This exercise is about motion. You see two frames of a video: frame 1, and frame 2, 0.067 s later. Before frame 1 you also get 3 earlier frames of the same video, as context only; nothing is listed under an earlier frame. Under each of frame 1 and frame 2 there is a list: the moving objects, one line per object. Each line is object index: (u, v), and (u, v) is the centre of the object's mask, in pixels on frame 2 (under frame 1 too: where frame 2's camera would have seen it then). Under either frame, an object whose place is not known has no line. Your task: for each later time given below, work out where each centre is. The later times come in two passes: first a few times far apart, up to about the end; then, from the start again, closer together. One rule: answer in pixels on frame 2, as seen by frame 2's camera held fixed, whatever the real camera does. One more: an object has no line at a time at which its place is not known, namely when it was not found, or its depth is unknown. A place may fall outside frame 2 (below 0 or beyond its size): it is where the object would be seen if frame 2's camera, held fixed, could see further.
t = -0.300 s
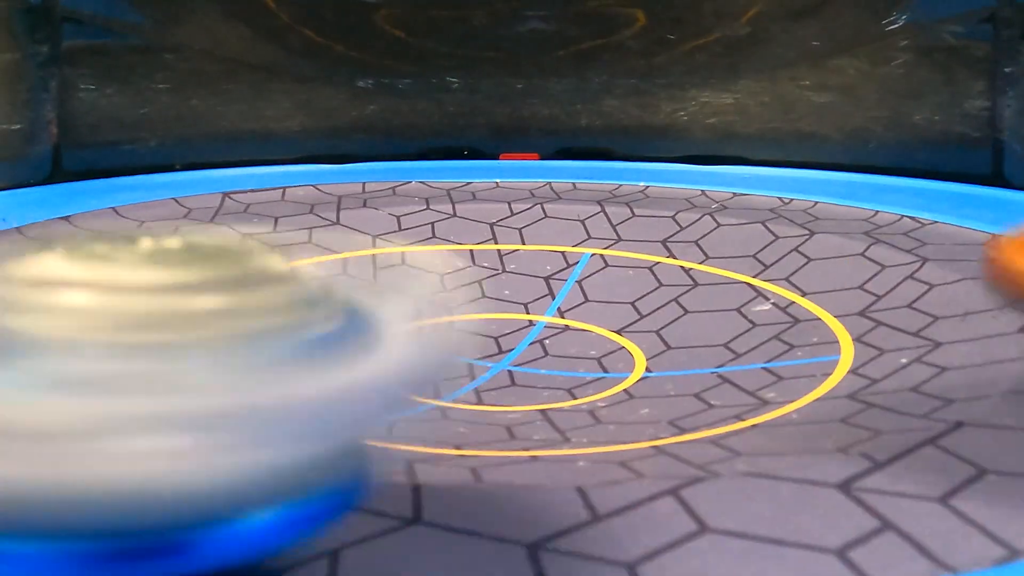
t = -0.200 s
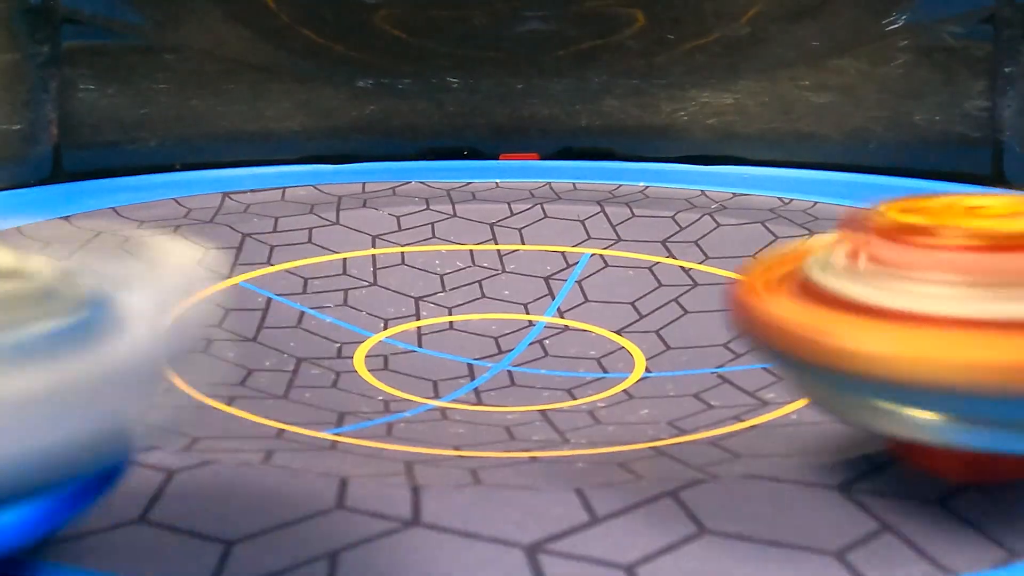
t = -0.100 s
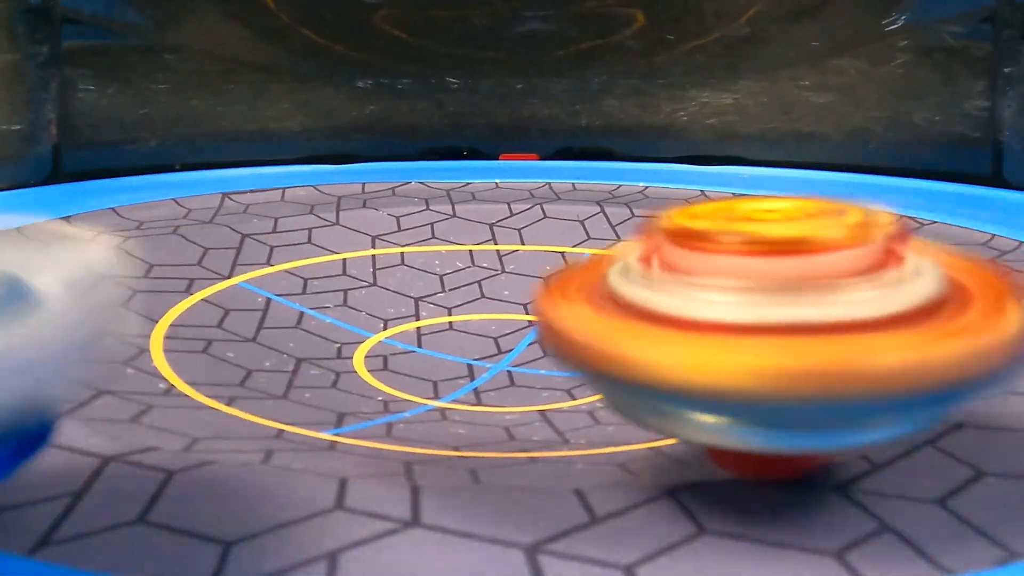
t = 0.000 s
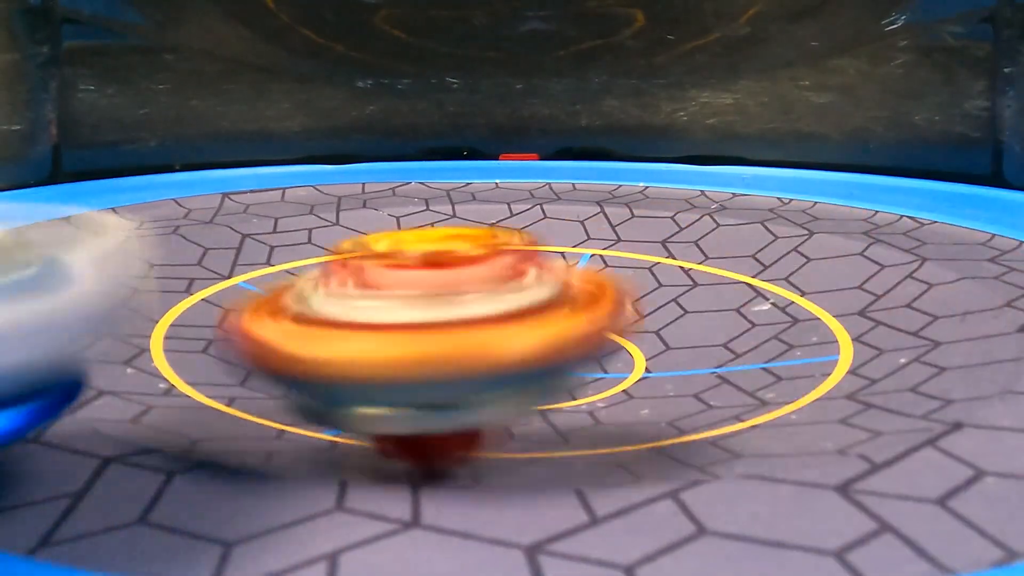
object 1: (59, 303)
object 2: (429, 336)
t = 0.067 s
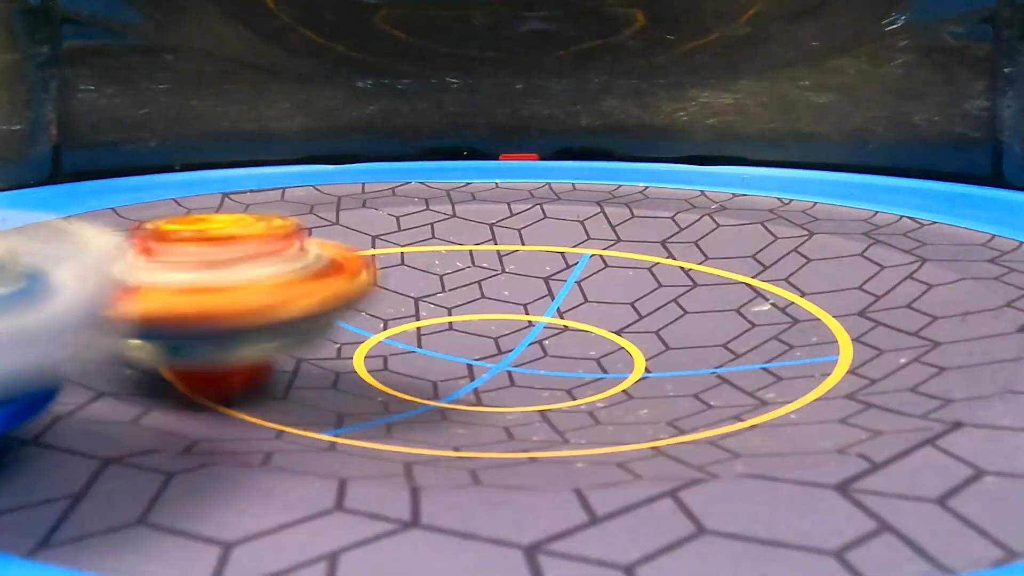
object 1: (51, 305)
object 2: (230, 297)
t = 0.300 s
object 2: (425, 143)
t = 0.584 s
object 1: (119, 252)
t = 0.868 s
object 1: (582, 208)
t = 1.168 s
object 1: (673, 321)
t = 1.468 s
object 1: (191, 241)
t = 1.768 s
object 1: (634, 190)
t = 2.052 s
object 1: (897, 283)
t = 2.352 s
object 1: (138, 278)
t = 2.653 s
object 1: (411, 172)
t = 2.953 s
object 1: (829, 182)
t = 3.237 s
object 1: (622, 336)
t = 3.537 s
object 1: (136, 212)
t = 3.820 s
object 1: (489, 165)
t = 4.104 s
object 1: (675, 293)
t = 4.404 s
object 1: (179, 277)
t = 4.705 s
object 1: (407, 215)
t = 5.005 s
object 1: (745, 289)
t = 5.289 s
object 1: (260, 316)
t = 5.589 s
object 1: (212, 201)
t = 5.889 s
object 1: (520, 241)
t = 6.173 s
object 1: (528, 336)
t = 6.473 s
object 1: (203, 277)
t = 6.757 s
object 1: (176, 239)
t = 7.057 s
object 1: (475, 310)
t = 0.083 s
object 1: (46, 300)
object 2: (207, 281)
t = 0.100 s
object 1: (41, 295)
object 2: (192, 266)
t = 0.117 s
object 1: (38, 283)
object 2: (185, 250)
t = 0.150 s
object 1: (30, 260)
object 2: (190, 220)
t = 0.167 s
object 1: (27, 255)
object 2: (208, 207)
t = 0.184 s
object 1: (25, 254)
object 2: (230, 192)
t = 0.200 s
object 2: (254, 182)
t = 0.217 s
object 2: (282, 170)
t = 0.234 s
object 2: (313, 159)
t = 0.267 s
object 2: (375, 149)
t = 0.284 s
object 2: (401, 146)
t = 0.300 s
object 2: (425, 143)
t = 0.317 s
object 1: (27, 245)
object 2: (446, 139)
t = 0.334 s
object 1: (30, 243)
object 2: (469, 132)
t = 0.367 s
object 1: (33, 242)
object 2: (524, 128)
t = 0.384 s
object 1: (37, 242)
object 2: (550, 127)
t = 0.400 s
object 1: (43, 243)
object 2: (573, 127)
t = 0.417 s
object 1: (47, 244)
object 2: (593, 126)
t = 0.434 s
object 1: (49, 245)
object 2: (612, 126)
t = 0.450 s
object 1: (56, 243)
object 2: (629, 126)
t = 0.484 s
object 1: (67, 243)
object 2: (657, 128)
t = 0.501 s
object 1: (73, 243)
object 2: (670, 129)
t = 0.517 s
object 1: (80, 250)
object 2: (681, 130)
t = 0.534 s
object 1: (89, 251)
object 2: (691, 130)
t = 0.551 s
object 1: (97, 253)
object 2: (699, 131)
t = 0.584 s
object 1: (119, 252)
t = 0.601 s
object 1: (131, 249)
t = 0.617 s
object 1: (150, 247)
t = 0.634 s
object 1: (174, 244)
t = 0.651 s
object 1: (197, 240)
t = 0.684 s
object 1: (248, 234)
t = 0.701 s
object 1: (278, 230)
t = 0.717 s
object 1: (305, 227)
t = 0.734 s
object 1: (336, 224)
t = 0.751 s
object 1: (365, 221)
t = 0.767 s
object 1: (397, 218)
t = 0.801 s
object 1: (458, 213)
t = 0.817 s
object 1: (490, 212)
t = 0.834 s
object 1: (524, 210)
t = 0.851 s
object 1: (555, 208)
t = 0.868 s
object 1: (582, 208)
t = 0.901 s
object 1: (601, 215)
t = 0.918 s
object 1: (610, 219)
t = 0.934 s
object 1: (617, 224)
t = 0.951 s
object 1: (627, 231)
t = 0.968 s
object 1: (640, 236)
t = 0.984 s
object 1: (651, 242)
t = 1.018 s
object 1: (678, 257)
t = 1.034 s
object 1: (691, 263)
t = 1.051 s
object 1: (703, 269)
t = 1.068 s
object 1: (713, 276)
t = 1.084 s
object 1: (721, 283)
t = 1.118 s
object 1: (723, 299)
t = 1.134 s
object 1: (714, 308)
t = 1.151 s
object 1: (698, 312)
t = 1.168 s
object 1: (673, 321)
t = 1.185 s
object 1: (644, 327)
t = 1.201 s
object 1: (607, 333)
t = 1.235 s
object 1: (523, 334)
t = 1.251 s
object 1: (473, 334)
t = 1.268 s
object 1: (425, 332)
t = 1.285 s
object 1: (381, 329)
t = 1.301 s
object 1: (334, 323)
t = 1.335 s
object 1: (257, 307)
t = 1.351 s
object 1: (229, 300)
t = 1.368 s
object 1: (203, 290)
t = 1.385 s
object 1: (186, 281)
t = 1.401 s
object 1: (177, 272)
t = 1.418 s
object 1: (175, 264)
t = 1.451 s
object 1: (181, 248)
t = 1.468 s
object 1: (191, 241)
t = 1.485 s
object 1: (205, 235)
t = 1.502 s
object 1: (221, 229)
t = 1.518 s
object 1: (241, 222)
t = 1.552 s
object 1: (286, 214)
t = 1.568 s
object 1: (309, 208)
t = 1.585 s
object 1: (332, 204)
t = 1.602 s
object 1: (358, 201)
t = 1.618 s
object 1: (383, 197)
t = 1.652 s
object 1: (437, 193)
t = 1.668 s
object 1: (466, 193)
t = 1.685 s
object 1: (495, 191)
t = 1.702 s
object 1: (523, 190)
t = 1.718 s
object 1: (551, 189)
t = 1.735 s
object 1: (581, 190)
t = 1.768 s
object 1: (634, 190)
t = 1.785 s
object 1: (661, 191)
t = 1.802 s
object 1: (686, 186)
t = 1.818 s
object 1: (718, 187)
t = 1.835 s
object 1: (751, 194)
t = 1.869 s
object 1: (800, 205)
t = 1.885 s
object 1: (824, 208)
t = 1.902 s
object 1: (847, 213)
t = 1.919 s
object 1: (869, 217)
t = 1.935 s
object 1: (888, 223)
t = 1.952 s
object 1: (902, 229)
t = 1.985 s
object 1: (912, 247)
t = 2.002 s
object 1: (913, 255)
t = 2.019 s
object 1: (910, 264)
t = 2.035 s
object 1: (905, 272)
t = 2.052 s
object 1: (897, 283)
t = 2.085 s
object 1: (869, 303)
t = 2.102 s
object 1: (847, 313)
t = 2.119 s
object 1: (815, 320)
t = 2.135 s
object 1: (765, 328)
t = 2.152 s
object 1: (711, 331)
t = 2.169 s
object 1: (648, 338)
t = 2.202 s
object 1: (509, 344)
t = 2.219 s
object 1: (438, 343)
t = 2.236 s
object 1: (378, 342)
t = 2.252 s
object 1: (321, 331)
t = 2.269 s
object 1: (268, 325)
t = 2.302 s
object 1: (192, 307)
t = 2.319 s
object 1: (169, 297)
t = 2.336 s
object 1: (148, 286)
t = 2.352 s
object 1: (138, 278)
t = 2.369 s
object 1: (132, 269)
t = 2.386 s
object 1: (126, 259)
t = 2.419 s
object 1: (129, 243)
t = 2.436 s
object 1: (135, 233)
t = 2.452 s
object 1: (145, 225)
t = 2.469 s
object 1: (160, 218)
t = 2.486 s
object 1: (179, 211)
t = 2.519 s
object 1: (219, 200)
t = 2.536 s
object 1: (241, 196)
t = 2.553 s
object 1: (265, 191)
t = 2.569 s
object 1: (287, 187)
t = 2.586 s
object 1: (311, 183)
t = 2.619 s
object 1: (360, 177)
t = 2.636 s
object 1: (386, 175)
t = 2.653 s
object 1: (411, 172)
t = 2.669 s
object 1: (435, 171)
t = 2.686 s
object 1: (461, 169)
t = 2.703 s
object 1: (487, 169)
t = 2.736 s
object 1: (538, 167)
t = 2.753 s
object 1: (563, 167)
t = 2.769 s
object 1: (589, 167)
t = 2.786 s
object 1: (615, 168)
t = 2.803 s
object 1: (641, 169)
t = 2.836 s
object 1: (693, 172)
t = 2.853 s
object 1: (718, 174)
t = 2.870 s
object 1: (742, 176)
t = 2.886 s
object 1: (766, 179)
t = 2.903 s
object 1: (787, 182)
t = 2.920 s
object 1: (804, 184)
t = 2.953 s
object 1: (829, 182)
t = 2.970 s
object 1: (852, 180)
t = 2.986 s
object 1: (878, 181)
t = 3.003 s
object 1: (921, 187)
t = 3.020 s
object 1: (932, 199)
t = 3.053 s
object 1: (927, 236)
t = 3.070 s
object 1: (915, 251)
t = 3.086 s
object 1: (909, 262)
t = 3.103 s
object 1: (904, 270)
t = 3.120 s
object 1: (894, 280)
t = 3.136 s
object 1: (875, 295)
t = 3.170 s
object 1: (828, 310)
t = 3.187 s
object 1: (787, 318)
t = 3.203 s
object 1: (735, 326)
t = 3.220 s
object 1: (679, 330)
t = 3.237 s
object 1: (622, 336)
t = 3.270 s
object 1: (493, 342)
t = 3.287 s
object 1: (435, 338)
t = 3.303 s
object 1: (374, 337)
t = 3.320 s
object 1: (319, 325)
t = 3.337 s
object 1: (266, 317)
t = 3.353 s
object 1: (225, 309)
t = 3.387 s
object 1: (164, 294)
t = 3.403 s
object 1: (147, 281)
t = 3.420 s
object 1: (135, 275)
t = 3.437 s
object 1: (127, 260)
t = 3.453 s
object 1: (119, 253)
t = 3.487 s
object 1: (118, 235)
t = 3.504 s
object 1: (120, 227)
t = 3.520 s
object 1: (126, 219)
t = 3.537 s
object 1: (136, 212)
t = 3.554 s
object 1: (152, 205)
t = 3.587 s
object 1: (184, 193)
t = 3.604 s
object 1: (202, 189)
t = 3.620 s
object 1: (223, 184)
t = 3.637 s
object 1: (243, 180)
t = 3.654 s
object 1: (264, 176)
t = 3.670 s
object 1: (285, 174)
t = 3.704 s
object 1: (330, 169)
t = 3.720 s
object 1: (353, 167)
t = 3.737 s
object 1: (376, 166)
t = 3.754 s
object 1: (399, 165)
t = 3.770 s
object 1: (421, 164)
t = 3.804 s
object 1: (468, 163)
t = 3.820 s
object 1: (489, 165)
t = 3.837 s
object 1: (496, 169)
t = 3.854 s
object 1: (503, 175)
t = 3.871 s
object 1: (512, 186)
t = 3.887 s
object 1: (521, 192)
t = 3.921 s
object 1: (546, 208)
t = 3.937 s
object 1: (561, 216)
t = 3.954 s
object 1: (577, 223)
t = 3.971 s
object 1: (593, 231)
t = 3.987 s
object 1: (611, 239)
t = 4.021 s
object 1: (641, 254)
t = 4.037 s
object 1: (653, 261)
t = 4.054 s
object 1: (664, 269)
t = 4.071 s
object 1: (671, 278)
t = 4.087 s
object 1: (674, 286)
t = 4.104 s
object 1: (675, 293)
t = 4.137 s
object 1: (659, 308)
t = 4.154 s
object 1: (644, 314)
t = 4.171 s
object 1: (620, 319)
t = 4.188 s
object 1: (594, 324)
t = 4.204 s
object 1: (567, 327)
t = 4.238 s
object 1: (497, 329)
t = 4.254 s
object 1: (460, 330)
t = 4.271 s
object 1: (426, 329)
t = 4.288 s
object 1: (391, 328)
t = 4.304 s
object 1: (347, 319)
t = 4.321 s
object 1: (309, 316)
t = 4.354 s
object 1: (250, 302)
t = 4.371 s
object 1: (219, 295)
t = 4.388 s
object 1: (195, 285)
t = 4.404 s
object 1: (179, 277)
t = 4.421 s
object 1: (166, 269)
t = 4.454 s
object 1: (150, 254)
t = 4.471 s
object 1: (151, 247)
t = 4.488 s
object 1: (156, 242)
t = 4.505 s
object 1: (161, 237)
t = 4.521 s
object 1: (173, 233)
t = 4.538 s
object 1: (185, 227)
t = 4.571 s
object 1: (218, 218)
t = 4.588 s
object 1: (240, 218)
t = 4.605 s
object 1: (262, 215)
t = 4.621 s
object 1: (286, 214)
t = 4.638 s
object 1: (307, 214)
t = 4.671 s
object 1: (357, 214)
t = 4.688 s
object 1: (380, 214)
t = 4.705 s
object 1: (407, 215)
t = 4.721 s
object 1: (432, 217)
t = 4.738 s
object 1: (459, 218)
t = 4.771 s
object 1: (511, 224)
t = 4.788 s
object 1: (535, 226)
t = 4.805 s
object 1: (557, 227)
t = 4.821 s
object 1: (581, 229)
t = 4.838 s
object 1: (608, 234)
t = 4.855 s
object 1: (631, 238)
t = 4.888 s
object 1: (673, 246)
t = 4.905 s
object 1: (692, 250)
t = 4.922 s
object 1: (709, 255)
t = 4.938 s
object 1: (725, 261)
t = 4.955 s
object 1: (736, 266)
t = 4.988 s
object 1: (750, 280)
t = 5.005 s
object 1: (745, 289)
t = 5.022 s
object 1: (737, 296)
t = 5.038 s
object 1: (727, 303)
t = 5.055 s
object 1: (713, 310)
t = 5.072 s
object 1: (691, 316)
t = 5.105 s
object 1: (651, 326)
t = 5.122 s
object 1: (614, 332)
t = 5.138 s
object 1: (590, 334)
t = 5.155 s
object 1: (557, 335)
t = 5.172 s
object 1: (514, 340)
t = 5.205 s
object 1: (436, 338)
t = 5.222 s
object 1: (393, 337)
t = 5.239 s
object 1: (359, 332)
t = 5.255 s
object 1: (318, 327)
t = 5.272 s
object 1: (286, 322)
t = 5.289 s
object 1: (260, 316)
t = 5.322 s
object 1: (170, 296)
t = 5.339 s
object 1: (146, 284)
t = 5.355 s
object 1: (126, 277)
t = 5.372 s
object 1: (116, 266)
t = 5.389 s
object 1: (109, 260)
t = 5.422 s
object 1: (103, 244)
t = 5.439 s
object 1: (100, 237)
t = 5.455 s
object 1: (103, 230)
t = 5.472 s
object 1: (106, 226)
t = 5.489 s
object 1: (113, 220)
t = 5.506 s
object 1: (124, 216)
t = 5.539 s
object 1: (156, 208)
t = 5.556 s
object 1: (174, 204)
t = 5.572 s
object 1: (191, 203)
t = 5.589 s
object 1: (212, 201)
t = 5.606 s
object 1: (233, 199)
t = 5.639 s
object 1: (275, 197)
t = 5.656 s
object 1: (274, 197)
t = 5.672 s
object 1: (282, 197)
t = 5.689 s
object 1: (290, 198)
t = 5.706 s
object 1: (302, 200)
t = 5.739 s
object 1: (331, 205)
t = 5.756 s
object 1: (349, 206)
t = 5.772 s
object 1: (368, 210)
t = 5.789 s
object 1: (388, 213)
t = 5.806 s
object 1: (409, 218)
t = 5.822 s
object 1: (433, 222)
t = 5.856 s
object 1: (479, 232)
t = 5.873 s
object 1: (497, 234)
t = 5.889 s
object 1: (520, 241)
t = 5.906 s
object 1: (542, 249)
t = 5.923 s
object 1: (562, 253)
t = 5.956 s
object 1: (599, 268)
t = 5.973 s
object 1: (610, 273)
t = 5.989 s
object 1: (626, 279)
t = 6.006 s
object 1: (637, 284)
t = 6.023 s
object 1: (648, 291)
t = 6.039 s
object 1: (646, 300)
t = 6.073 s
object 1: (624, 313)
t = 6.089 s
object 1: (615, 323)
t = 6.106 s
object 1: (602, 326)
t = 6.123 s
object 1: (591, 328)
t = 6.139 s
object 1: (570, 332)
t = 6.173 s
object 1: (528, 336)
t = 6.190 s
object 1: (507, 336)
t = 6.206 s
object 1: (475, 338)
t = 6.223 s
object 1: (452, 337)
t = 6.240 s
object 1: (418, 337)
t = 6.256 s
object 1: (390, 335)
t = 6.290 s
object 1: (330, 327)
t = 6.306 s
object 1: (292, 326)
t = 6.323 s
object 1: (270, 319)
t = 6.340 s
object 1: (240, 316)
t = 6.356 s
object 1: (225, 310)
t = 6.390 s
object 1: (193, 301)
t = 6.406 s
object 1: (184, 297)
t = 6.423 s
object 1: (183, 287)
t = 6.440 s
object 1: (185, 284)
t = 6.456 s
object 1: (191, 280)
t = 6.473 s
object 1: (203, 277)
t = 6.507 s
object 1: (229, 273)
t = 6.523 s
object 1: (229, 264)
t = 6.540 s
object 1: (230, 252)
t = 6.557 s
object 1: (215, 250)
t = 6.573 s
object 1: (208, 262)
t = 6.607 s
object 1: (207, 255)
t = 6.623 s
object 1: (216, 253)
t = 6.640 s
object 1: (218, 249)
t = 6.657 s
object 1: (222, 246)
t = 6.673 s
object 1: (204, 244)
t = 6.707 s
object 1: (182, 241)
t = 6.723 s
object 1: (174, 239)
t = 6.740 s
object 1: (171, 239)
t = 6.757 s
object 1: (176, 239)
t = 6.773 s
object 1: (175, 234)
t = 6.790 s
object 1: (182, 234)
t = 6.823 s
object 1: (205, 237)
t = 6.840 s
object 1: (225, 241)
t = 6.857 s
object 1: (243, 243)
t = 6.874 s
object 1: (260, 247)
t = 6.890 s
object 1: (284, 251)
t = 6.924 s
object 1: (323, 261)
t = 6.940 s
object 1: (351, 265)
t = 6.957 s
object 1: (370, 271)
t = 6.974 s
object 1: (395, 276)
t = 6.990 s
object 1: (418, 281)
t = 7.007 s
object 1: (439, 285)
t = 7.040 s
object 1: (462, 301)
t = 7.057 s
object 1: (475, 310)
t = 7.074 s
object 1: (489, 314)
